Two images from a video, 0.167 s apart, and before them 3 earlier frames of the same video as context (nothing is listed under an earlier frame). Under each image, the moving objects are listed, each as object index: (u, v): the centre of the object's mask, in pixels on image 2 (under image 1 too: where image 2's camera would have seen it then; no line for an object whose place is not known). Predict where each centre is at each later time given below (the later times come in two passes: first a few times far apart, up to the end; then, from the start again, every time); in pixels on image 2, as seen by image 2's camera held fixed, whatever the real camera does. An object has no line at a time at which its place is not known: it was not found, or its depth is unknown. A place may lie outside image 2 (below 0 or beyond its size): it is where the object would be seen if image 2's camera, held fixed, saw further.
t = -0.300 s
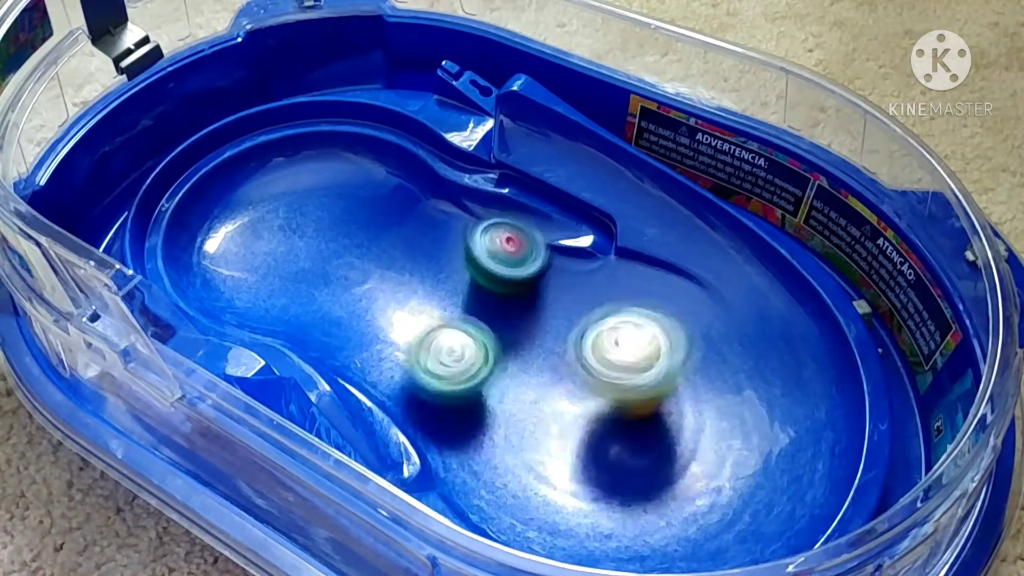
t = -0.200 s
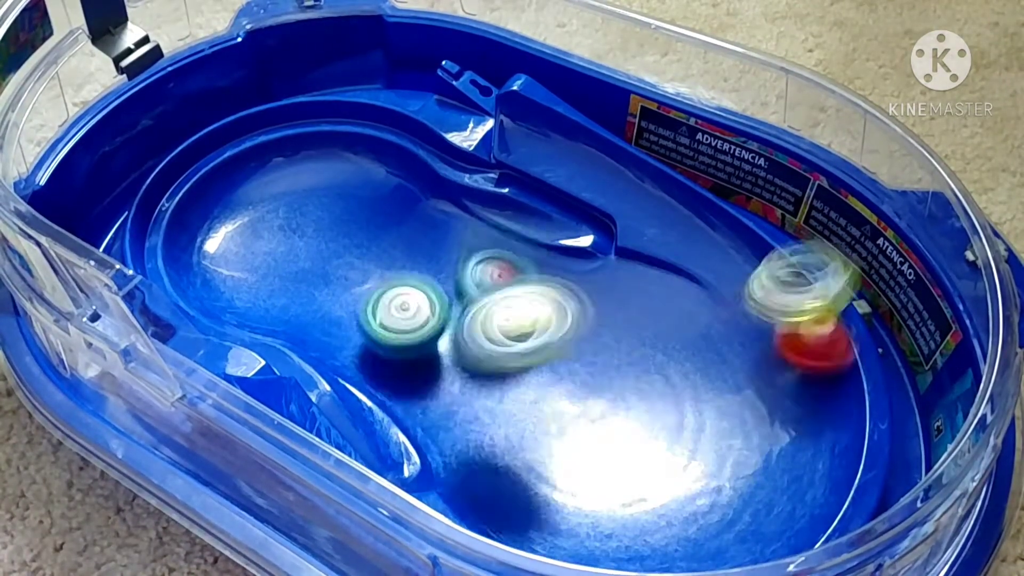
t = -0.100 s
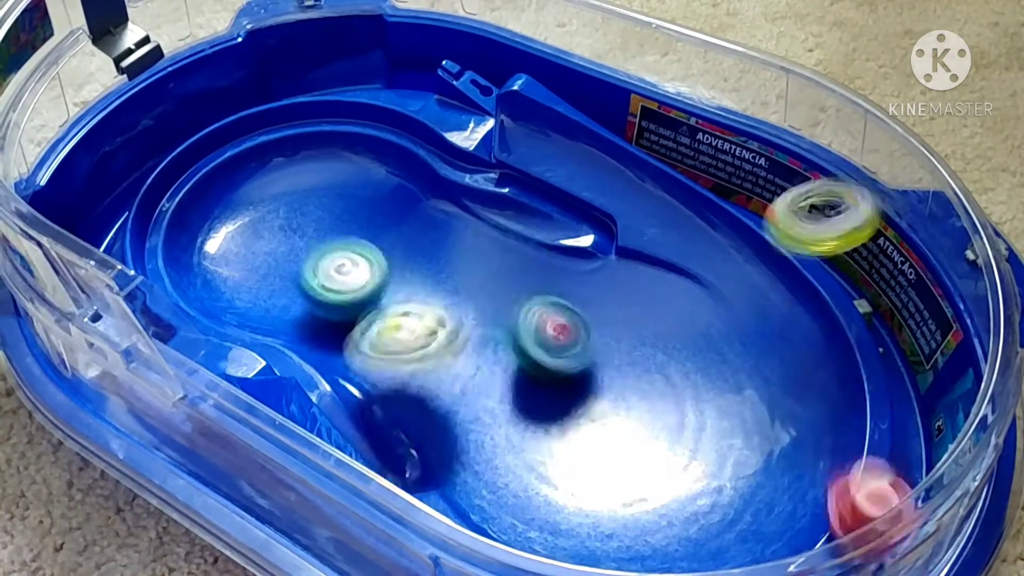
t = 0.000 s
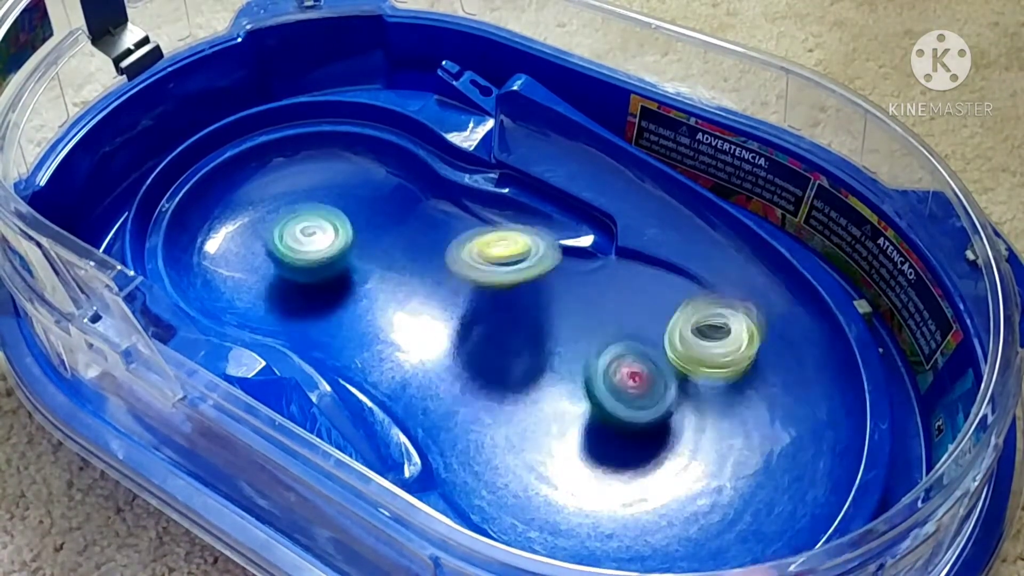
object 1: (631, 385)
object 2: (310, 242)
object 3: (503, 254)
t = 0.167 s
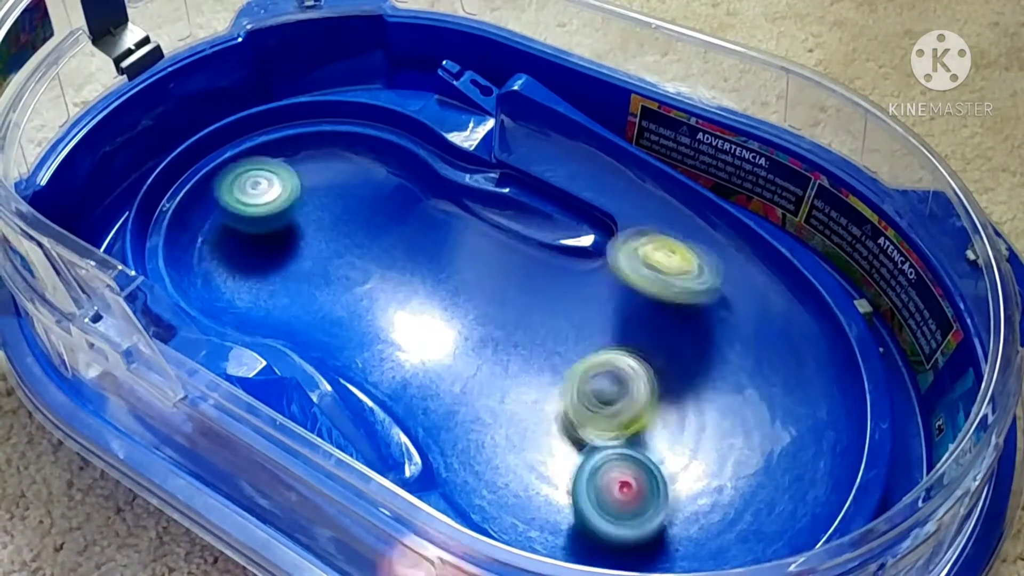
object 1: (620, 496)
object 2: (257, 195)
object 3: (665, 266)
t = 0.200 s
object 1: (623, 502)
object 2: (245, 193)
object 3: (702, 293)
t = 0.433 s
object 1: (701, 427)
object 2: (256, 261)
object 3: (633, 531)
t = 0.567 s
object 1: (738, 356)
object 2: (338, 253)
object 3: (440, 428)
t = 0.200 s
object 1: (623, 502)
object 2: (245, 193)
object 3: (702, 293)
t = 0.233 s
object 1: (629, 504)
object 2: (235, 196)
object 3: (733, 328)
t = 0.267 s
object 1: (636, 502)
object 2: (227, 203)
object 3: (749, 361)
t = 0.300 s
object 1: (646, 492)
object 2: (223, 214)
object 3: (766, 413)
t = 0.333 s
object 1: (658, 479)
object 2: (221, 228)
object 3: (768, 468)
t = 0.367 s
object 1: (654, 456)
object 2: (227, 242)
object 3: (728, 494)
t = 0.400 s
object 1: (685, 434)
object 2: (238, 253)
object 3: (685, 520)
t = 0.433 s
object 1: (701, 427)
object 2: (256, 261)
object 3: (633, 531)
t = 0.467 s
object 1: (715, 406)
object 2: (275, 262)
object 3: (562, 520)
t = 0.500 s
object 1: (726, 389)
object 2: (302, 262)
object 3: (505, 492)
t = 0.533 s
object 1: (735, 368)
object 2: (327, 257)
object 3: (463, 448)
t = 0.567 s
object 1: (738, 356)
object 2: (338, 253)
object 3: (440, 428)
